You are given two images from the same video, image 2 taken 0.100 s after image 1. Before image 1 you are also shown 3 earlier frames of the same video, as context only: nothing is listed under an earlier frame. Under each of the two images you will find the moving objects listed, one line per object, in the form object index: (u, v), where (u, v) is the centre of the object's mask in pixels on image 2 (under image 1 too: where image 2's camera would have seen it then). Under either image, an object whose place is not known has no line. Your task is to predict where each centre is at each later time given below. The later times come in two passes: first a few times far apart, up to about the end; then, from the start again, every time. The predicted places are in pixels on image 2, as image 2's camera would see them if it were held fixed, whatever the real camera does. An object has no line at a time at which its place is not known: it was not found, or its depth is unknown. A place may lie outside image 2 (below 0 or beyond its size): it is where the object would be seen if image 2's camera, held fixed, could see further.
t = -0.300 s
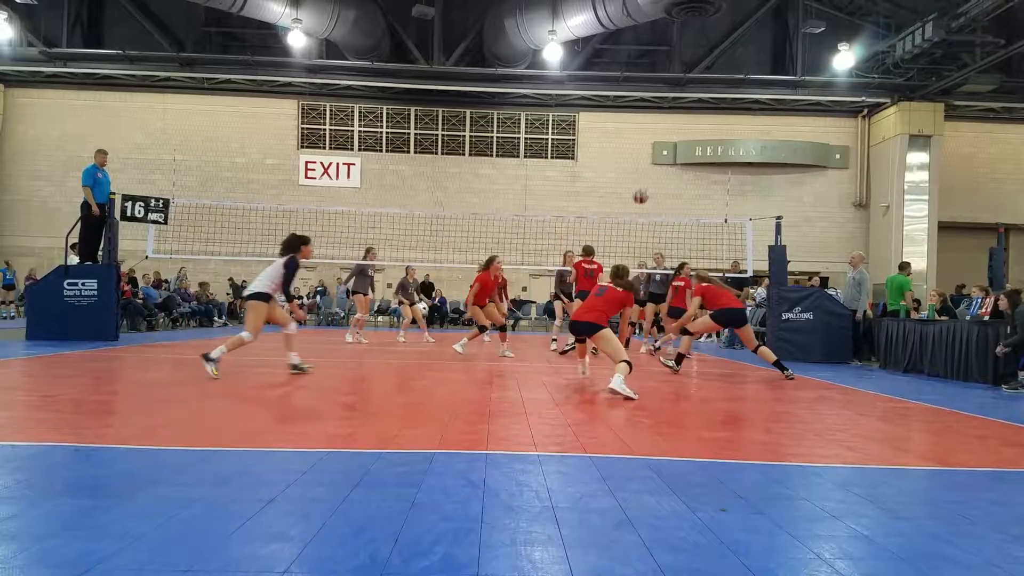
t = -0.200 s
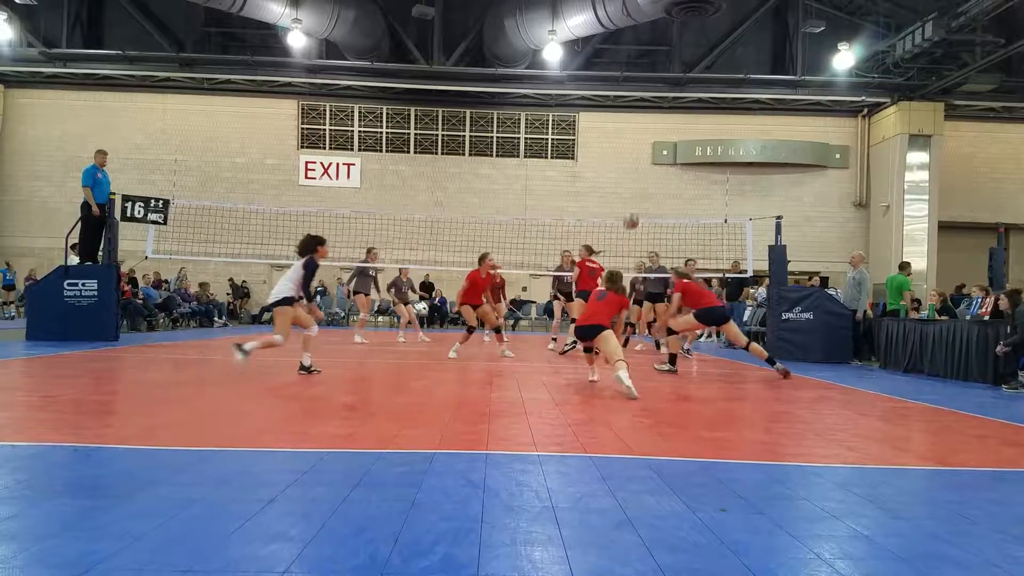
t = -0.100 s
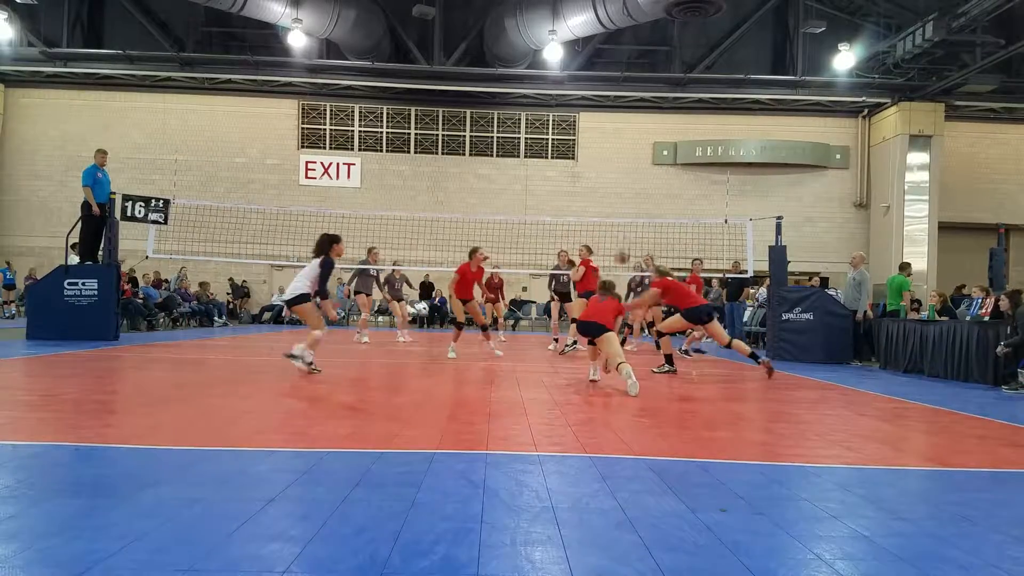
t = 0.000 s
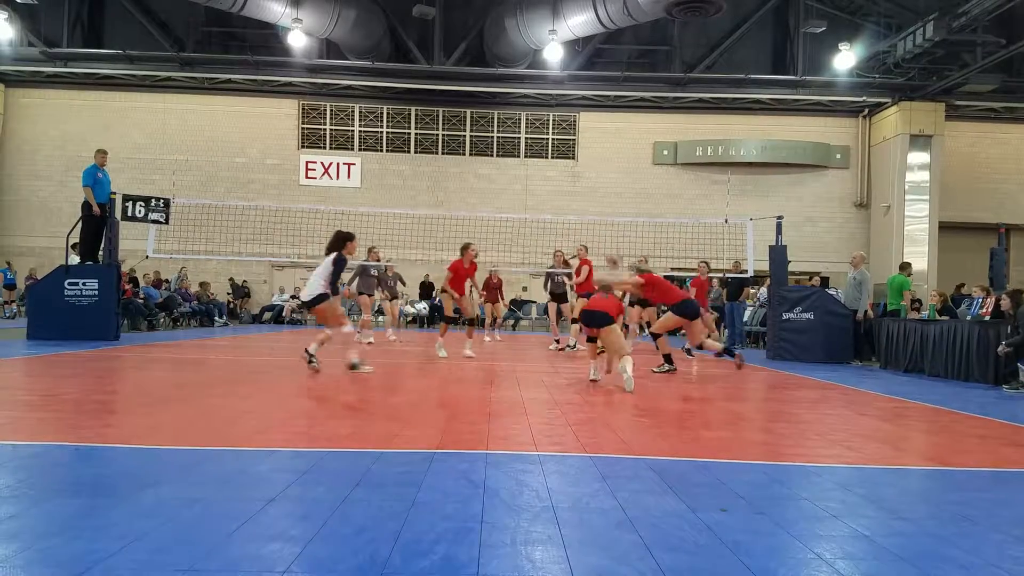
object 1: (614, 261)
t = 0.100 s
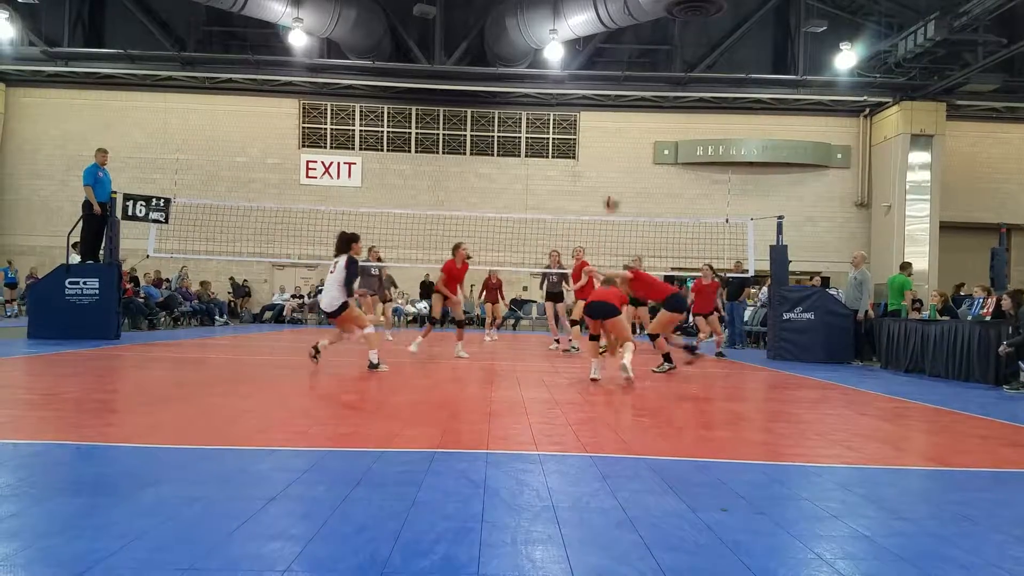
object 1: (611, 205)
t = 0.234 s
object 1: (609, 141)
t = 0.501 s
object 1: (601, 55)
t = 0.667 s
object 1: (596, 31)
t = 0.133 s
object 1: (611, 187)
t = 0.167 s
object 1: (610, 171)
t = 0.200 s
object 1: (609, 155)
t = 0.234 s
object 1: (609, 141)
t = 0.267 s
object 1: (607, 128)
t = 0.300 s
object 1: (606, 113)
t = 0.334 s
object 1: (606, 102)
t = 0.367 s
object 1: (605, 91)
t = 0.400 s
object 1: (604, 80)
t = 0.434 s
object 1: (604, 72)
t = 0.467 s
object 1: (603, 62)
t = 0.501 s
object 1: (601, 55)
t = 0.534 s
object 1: (601, 49)
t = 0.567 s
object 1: (599, 43)
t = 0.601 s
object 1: (598, 38)
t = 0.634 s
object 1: (597, 35)
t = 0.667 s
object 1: (596, 31)
